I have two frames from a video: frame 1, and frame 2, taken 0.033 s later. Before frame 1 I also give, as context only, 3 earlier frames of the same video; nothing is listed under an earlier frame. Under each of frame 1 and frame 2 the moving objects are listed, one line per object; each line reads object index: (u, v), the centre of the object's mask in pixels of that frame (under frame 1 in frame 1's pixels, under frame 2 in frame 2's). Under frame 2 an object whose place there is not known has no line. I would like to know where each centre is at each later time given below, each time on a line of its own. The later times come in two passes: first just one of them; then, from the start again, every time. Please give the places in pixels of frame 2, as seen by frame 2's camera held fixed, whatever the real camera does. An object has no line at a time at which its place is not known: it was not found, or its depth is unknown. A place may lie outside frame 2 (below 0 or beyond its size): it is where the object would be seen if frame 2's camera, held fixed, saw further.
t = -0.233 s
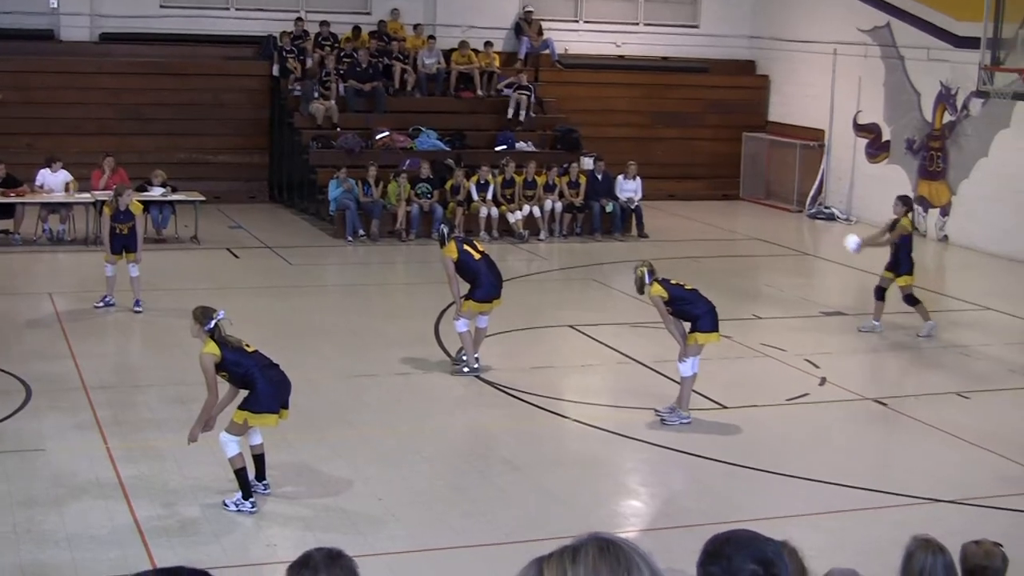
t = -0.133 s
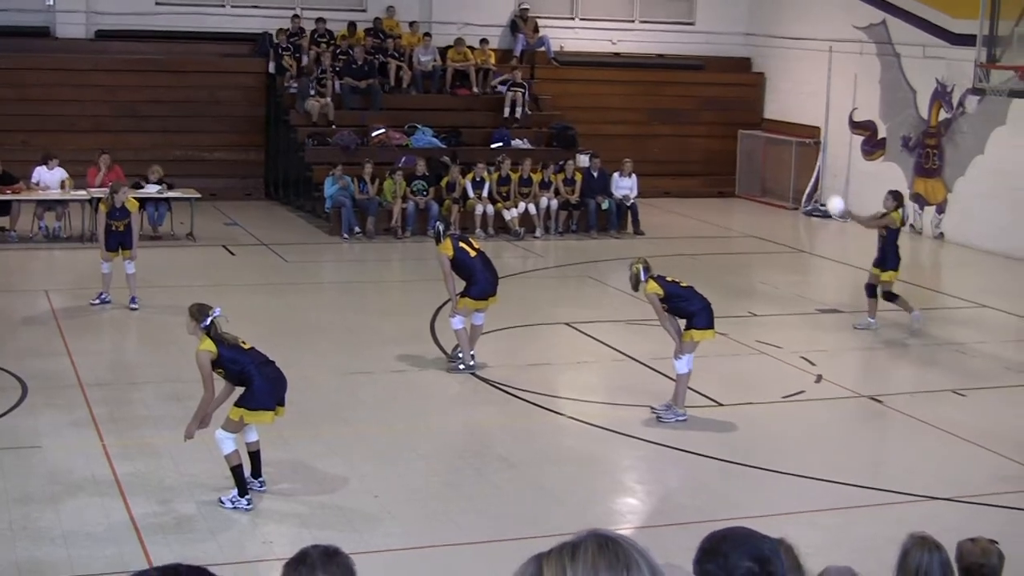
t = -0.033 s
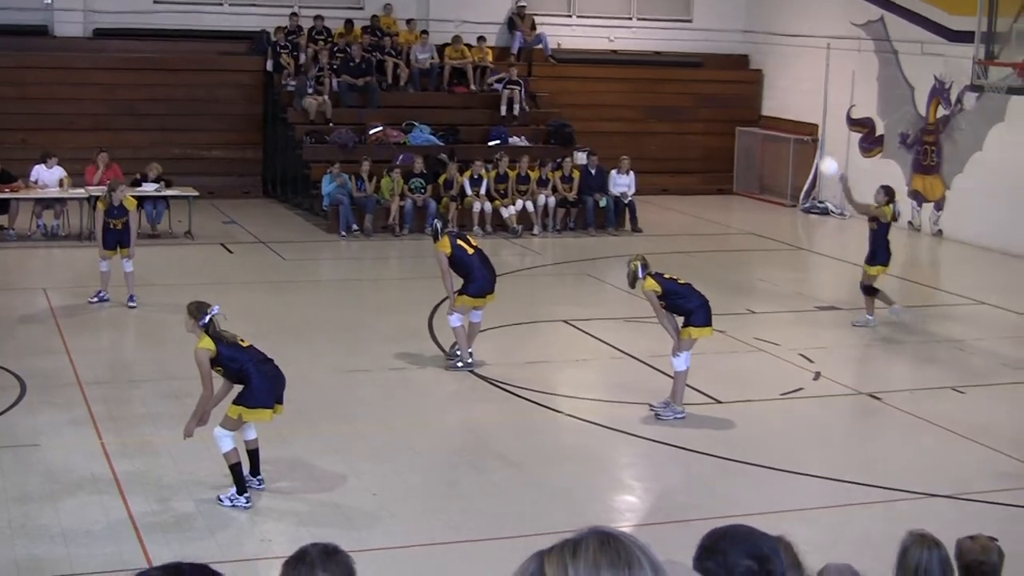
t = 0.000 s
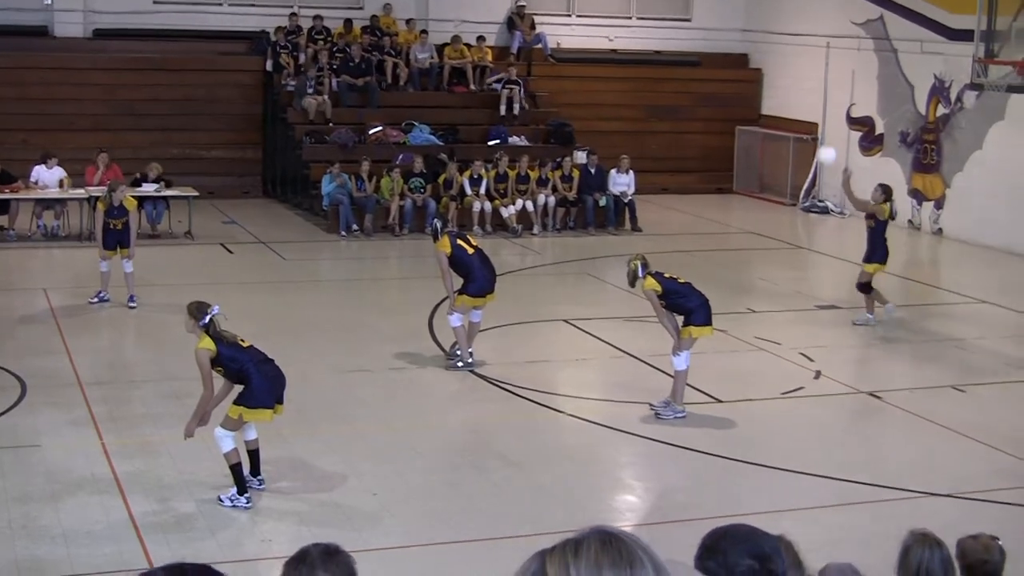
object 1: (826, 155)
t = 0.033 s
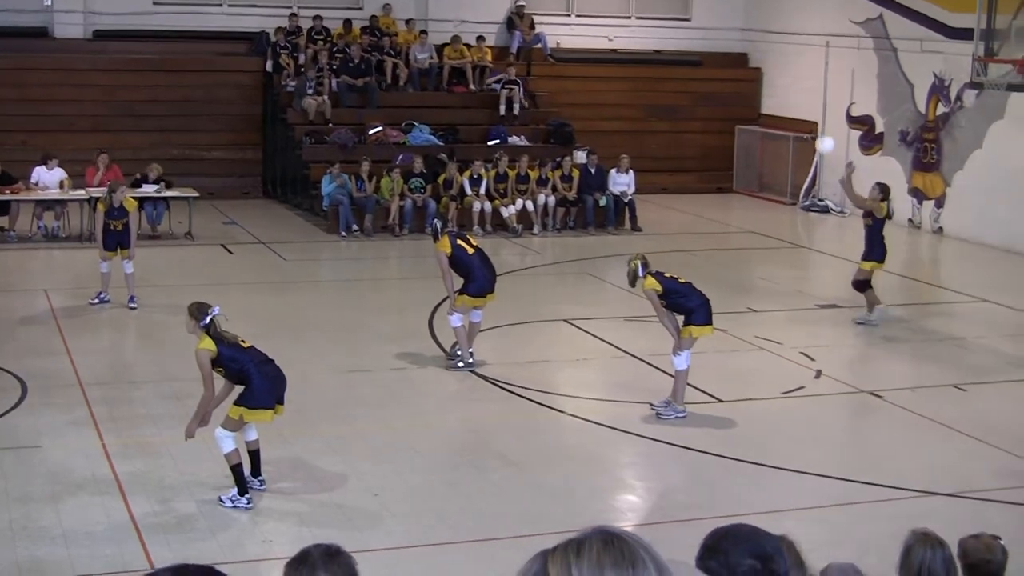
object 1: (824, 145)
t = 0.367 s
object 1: (805, 105)
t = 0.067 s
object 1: (823, 136)
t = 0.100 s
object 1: (821, 129)
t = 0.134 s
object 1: (819, 122)
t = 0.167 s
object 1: (818, 116)
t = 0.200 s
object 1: (816, 112)
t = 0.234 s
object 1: (814, 108)
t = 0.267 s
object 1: (812, 106)
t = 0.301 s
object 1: (809, 105)
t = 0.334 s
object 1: (807, 104)
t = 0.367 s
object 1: (805, 105)
